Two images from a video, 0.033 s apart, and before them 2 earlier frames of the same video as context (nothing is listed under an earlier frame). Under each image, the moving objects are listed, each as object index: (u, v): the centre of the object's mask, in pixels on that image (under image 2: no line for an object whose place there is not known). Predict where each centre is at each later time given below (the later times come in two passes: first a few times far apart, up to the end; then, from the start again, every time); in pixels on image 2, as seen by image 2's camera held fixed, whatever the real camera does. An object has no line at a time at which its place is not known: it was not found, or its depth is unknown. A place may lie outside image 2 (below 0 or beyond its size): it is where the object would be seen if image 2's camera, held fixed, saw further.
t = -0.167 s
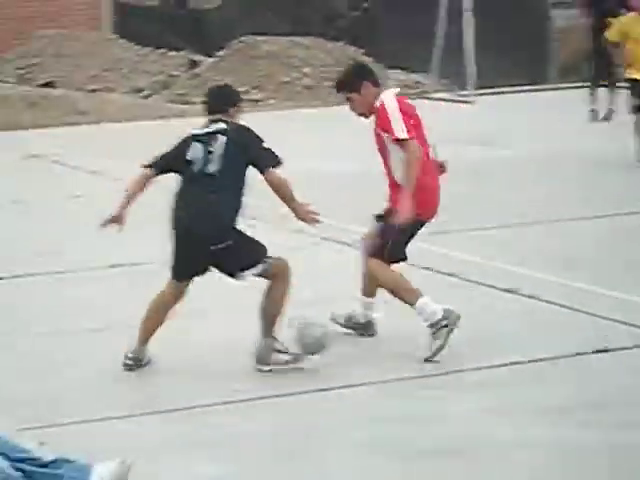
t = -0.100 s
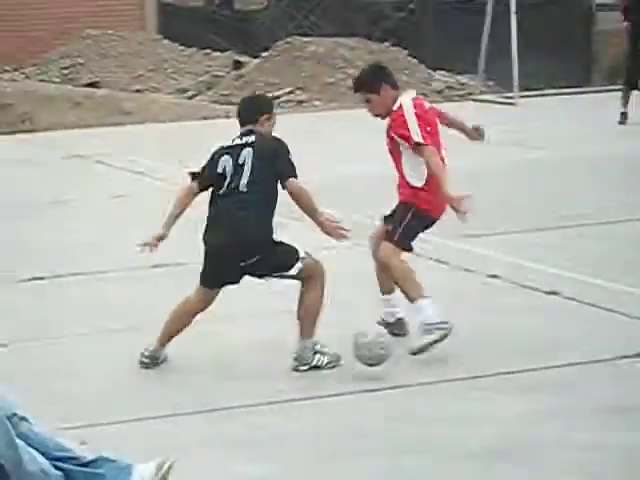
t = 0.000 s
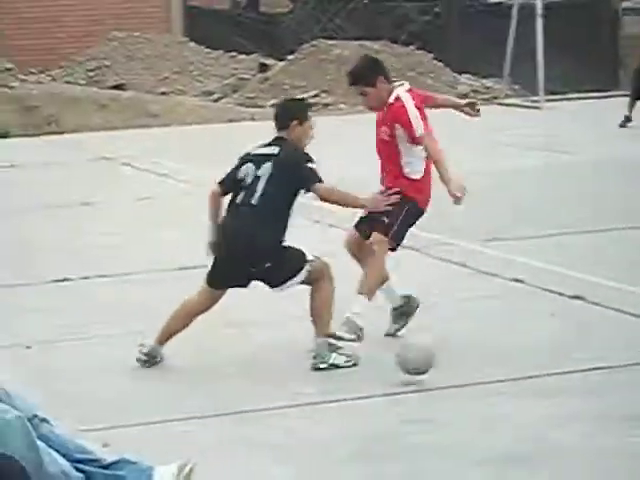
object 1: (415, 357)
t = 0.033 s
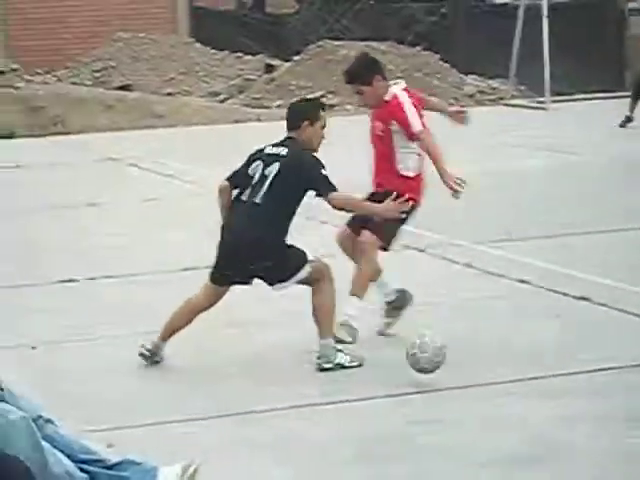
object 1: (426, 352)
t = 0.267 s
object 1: (459, 358)
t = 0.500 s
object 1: (494, 367)
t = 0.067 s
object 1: (429, 357)
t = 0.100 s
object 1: (434, 358)
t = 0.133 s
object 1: (440, 360)
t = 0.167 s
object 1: (446, 364)
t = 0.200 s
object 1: (450, 362)
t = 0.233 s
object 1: (455, 359)
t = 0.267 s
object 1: (459, 358)
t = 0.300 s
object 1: (466, 360)
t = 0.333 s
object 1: (471, 360)
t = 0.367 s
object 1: (476, 366)
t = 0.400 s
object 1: (481, 364)
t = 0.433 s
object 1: (485, 364)
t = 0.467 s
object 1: (489, 366)
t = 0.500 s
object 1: (494, 367)
